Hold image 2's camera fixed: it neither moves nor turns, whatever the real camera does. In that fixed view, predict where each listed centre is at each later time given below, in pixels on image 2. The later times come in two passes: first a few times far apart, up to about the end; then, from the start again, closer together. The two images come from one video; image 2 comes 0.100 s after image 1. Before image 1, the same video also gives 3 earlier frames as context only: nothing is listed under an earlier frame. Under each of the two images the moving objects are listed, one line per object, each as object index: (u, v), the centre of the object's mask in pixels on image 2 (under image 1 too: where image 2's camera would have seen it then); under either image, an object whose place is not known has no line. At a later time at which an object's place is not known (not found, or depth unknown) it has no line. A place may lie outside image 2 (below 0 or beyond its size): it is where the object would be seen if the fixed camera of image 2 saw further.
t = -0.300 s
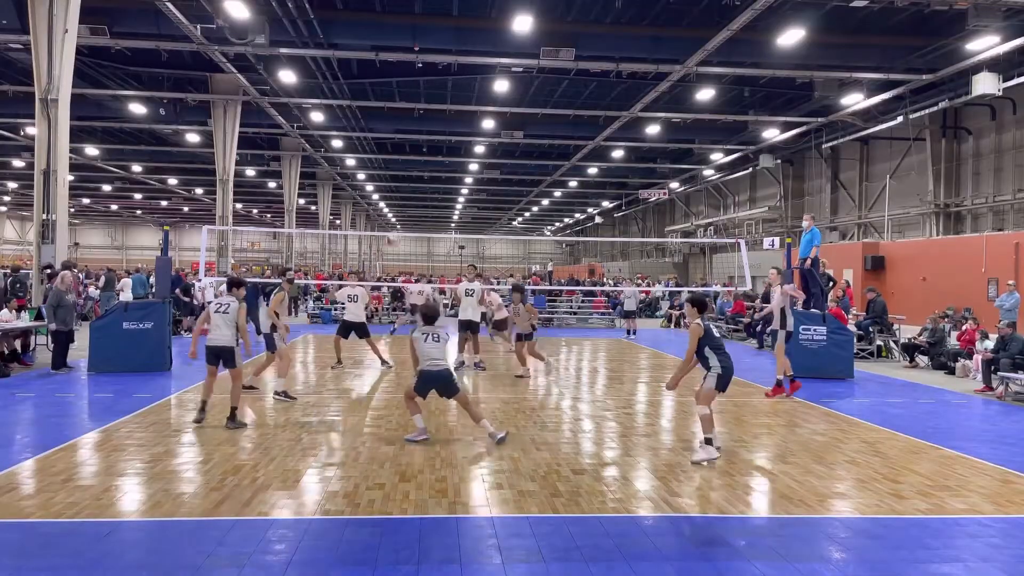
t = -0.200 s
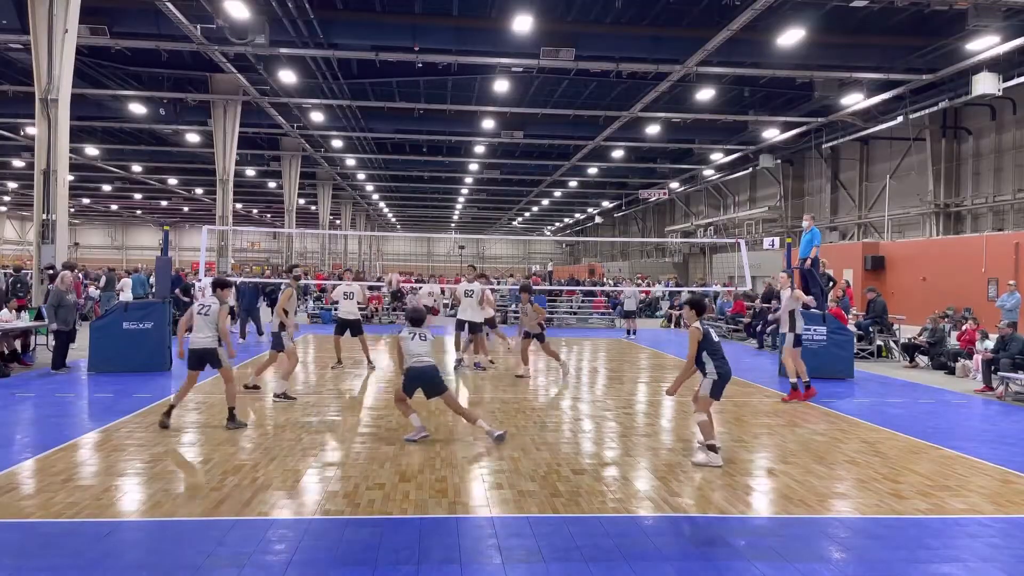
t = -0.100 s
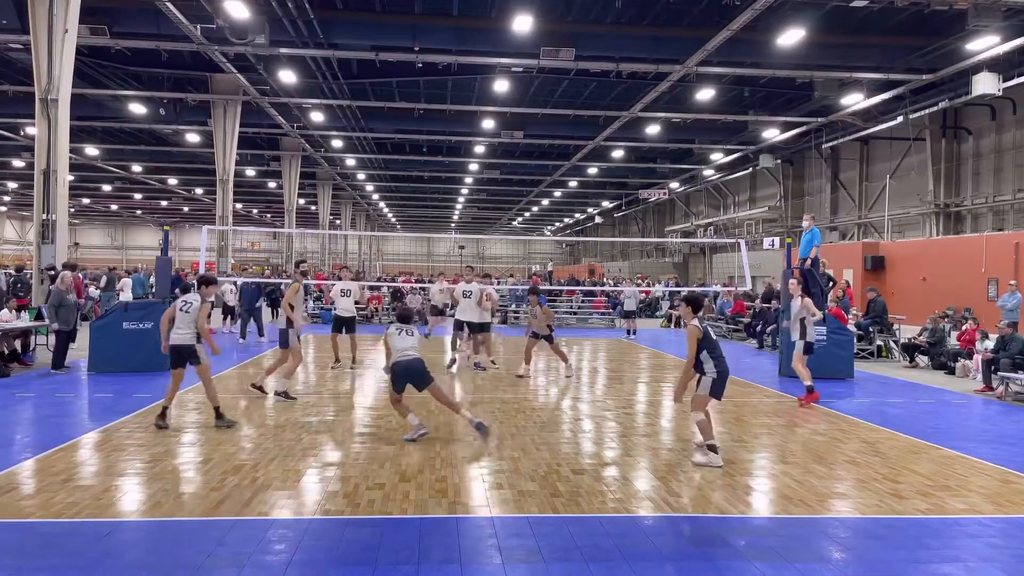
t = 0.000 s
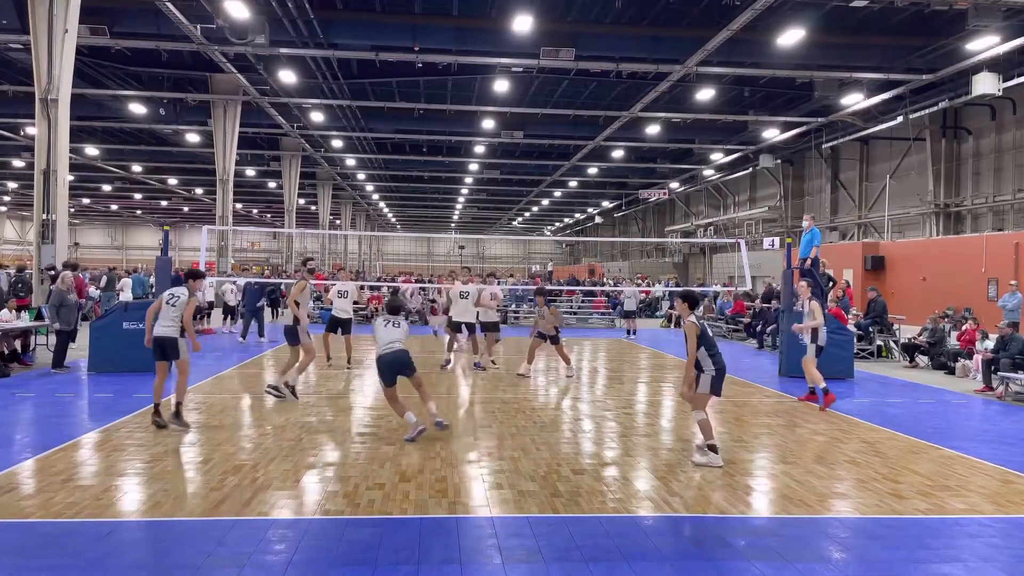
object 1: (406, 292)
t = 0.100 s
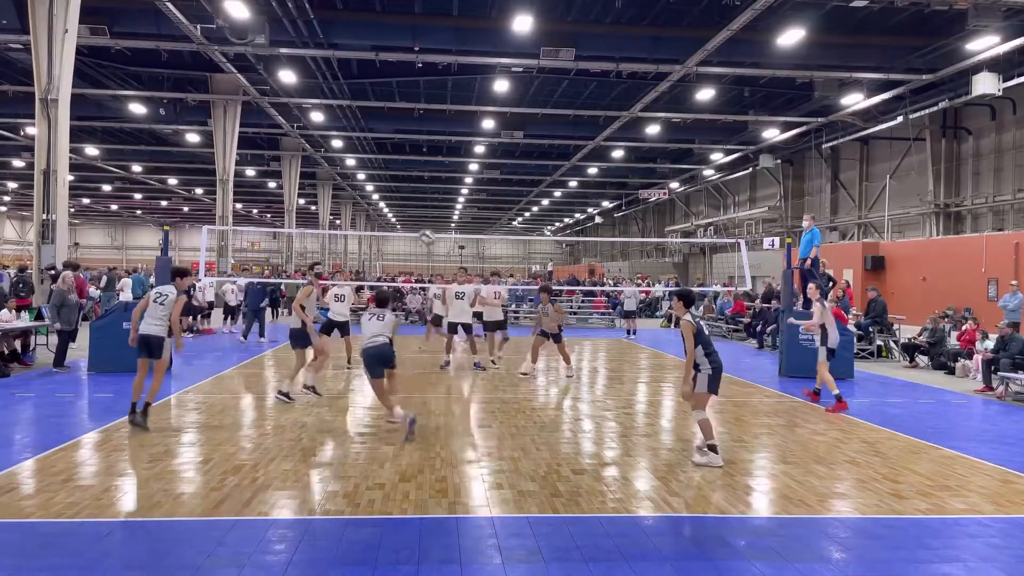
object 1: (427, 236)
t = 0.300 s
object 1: (458, 162)
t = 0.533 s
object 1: (491, 120)
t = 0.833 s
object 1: (528, 124)
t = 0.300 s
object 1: (458, 162)
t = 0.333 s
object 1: (463, 153)
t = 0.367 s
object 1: (468, 146)
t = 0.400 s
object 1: (472, 138)
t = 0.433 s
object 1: (477, 131)
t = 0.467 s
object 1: (481, 128)
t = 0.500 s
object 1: (486, 123)
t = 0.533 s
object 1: (491, 120)
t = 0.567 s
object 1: (496, 117)
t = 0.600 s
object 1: (500, 116)
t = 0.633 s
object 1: (504, 115)
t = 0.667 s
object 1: (509, 114)
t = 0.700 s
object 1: (513, 115)
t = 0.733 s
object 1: (516, 116)
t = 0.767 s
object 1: (520, 118)
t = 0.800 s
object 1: (525, 121)
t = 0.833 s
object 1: (528, 124)
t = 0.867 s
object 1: (532, 129)
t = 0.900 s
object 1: (536, 133)
